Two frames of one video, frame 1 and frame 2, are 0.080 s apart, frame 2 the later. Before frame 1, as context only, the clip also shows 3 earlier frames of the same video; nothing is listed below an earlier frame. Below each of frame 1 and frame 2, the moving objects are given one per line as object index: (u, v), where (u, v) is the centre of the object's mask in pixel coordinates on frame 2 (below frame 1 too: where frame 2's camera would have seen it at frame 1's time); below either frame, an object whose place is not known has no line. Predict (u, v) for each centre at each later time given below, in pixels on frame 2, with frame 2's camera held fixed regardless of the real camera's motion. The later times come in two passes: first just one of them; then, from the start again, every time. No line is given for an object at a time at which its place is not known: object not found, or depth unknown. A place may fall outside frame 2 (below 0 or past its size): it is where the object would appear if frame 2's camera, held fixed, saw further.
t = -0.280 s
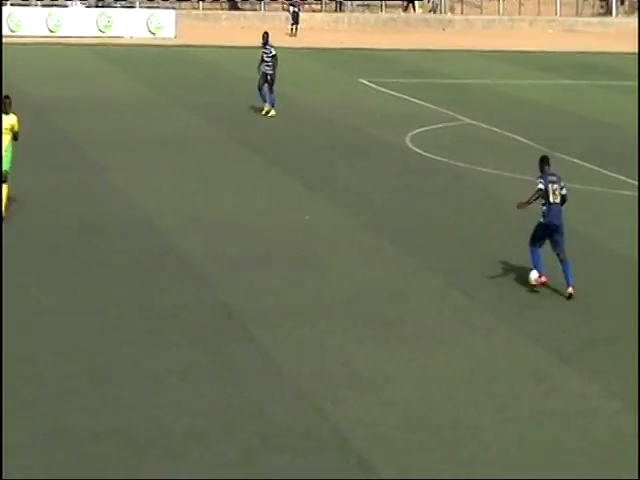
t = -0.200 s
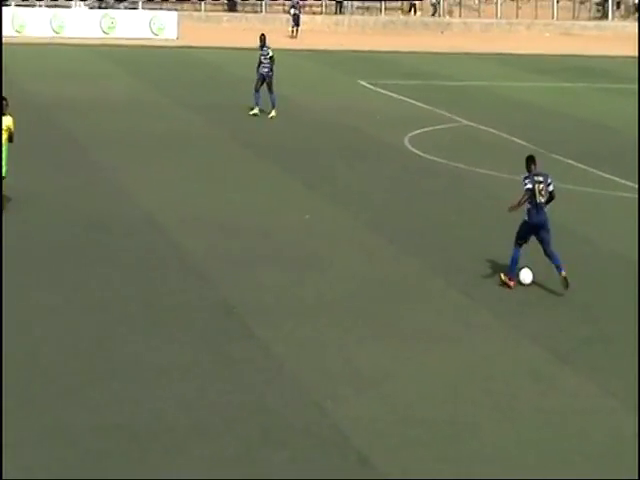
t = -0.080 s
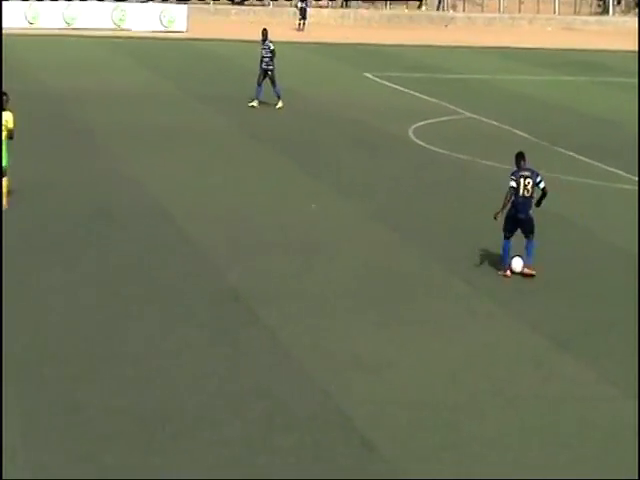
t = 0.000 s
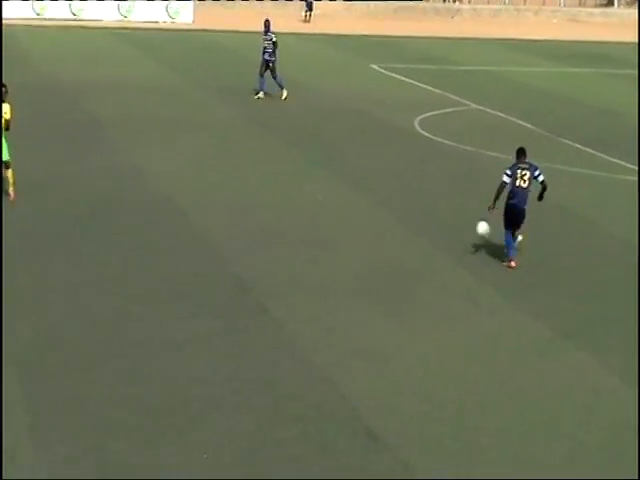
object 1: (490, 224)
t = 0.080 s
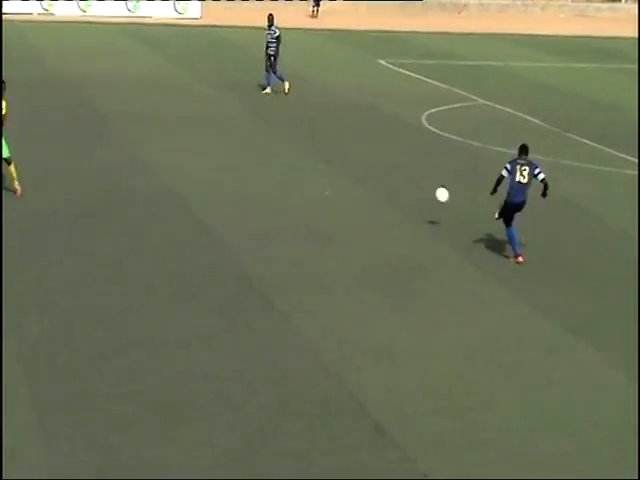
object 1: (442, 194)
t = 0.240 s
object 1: (358, 156)
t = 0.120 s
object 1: (420, 182)
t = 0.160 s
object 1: (399, 171)
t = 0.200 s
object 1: (377, 163)
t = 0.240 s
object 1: (358, 156)
